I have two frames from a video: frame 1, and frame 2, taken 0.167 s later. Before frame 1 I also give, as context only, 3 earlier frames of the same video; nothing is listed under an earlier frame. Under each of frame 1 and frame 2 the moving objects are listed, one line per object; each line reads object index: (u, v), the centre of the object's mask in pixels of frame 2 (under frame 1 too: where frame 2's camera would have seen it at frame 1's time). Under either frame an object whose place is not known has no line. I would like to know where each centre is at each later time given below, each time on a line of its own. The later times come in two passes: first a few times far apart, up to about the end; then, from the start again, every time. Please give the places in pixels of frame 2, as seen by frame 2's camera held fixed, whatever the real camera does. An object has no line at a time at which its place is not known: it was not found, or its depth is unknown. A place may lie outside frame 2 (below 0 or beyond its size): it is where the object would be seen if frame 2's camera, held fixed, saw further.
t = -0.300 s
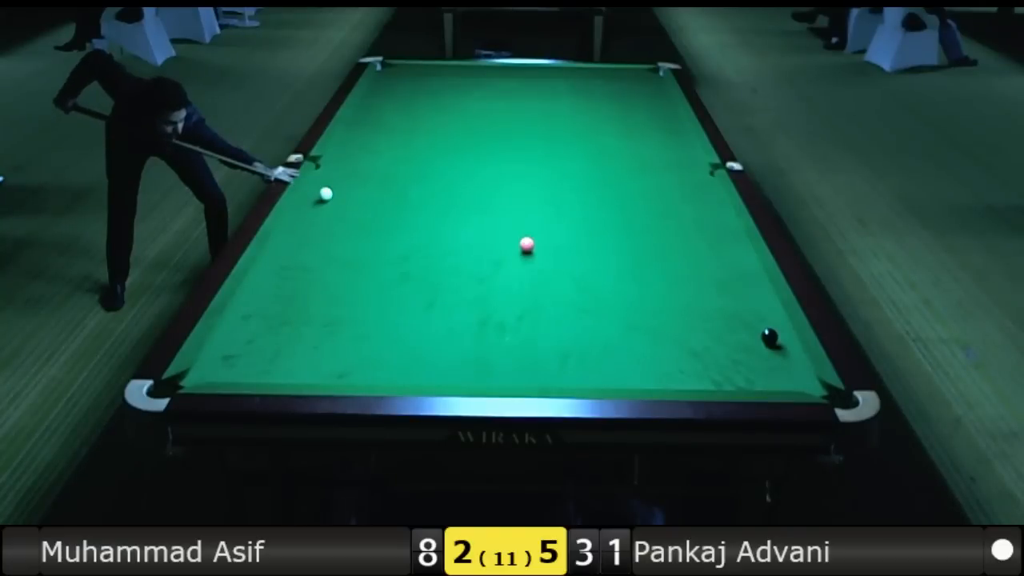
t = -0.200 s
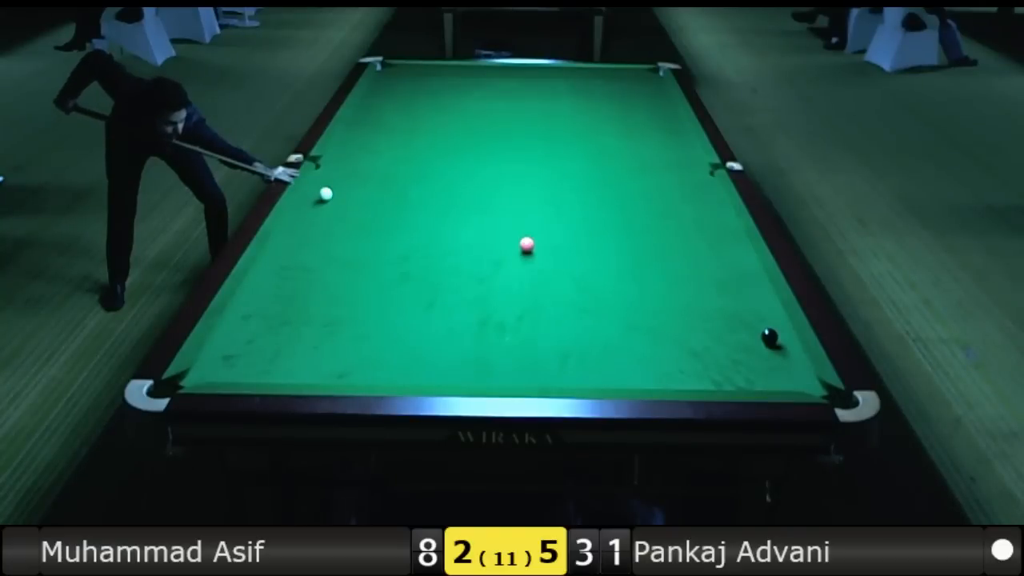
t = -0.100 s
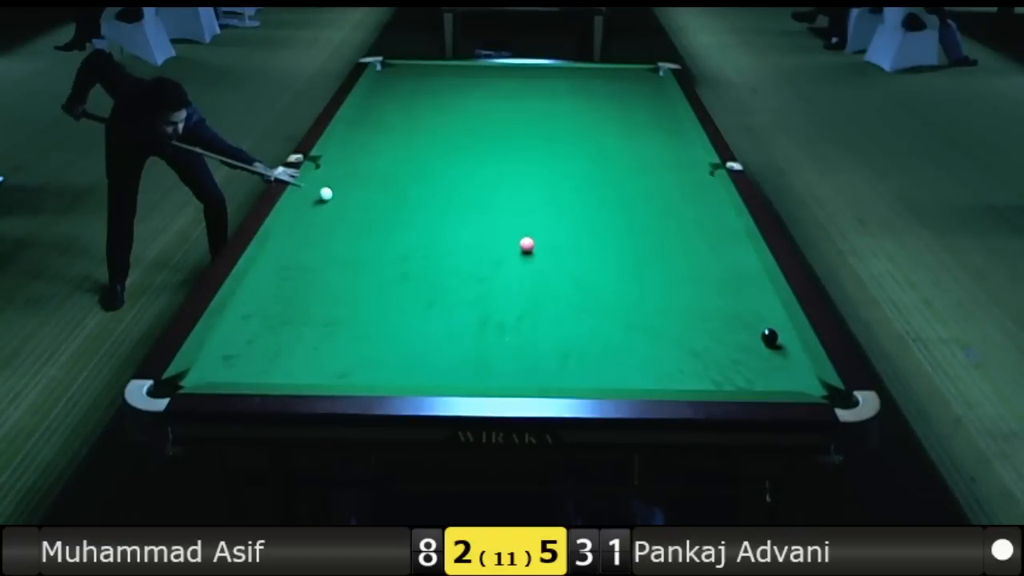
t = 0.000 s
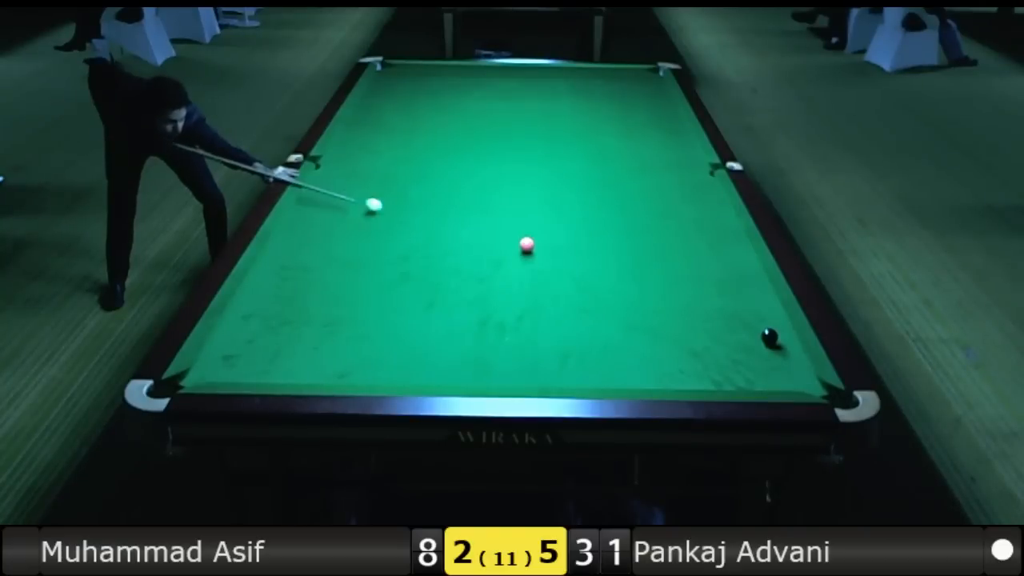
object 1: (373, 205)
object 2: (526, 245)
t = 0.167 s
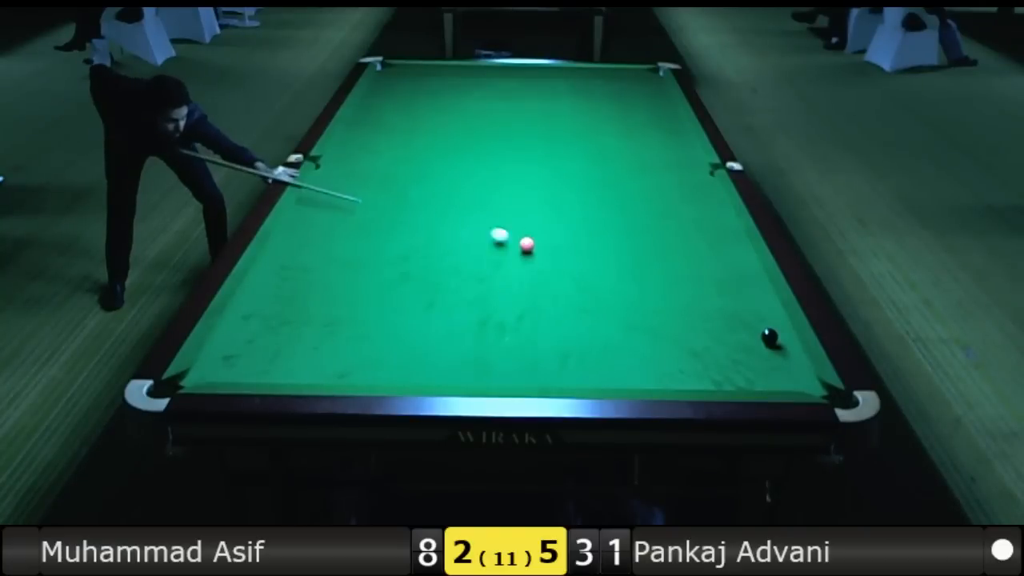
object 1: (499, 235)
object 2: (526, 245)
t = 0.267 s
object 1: (537, 235)
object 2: (572, 267)
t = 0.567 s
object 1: (633, 226)
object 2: (758, 355)
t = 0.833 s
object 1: (727, 225)
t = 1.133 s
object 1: (656, 221)
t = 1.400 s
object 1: (590, 217)
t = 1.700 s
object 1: (520, 214)
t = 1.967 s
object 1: (459, 211)
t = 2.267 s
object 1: (394, 207)
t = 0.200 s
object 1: (520, 239)
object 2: (533, 248)
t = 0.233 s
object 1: (528, 237)
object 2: (552, 257)
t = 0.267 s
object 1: (537, 235)
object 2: (572, 267)
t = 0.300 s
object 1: (546, 233)
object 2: (591, 276)
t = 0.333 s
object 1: (555, 231)
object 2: (612, 286)
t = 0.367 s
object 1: (565, 230)
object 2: (632, 296)
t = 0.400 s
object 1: (575, 229)
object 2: (652, 305)
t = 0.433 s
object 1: (587, 228)
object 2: (674, 316)
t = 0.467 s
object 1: (598, 227)
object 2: (694, 326)
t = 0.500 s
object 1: (609, 227)
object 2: (715, 335)
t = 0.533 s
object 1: (621, 227)
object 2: (736, 345)
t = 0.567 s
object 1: (633, 226)
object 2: (758, 355)
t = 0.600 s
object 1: (645, 226)
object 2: (779, 366)
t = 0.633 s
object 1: (657, 226)
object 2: (800, 375)
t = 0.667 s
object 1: (669, 226)
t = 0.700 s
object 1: (680, 226)
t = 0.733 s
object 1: (692, 225)
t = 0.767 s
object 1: (703, 225)
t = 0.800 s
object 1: (715, 225)
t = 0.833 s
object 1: (727, 225)
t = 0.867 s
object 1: (728, 225)
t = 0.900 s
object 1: (717, 224)
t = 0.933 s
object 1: (707, 223)
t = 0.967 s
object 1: (698, 223)
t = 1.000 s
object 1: (689, 223)
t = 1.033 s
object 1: (681, 222)
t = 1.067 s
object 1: (672, 222)
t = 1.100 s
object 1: (664, 221)
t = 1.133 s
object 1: (656, 221)
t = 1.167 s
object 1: (647, 220)
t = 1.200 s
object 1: (639, 220)
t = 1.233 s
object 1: (631, 220)
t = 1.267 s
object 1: (623, 219)
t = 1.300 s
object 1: (614, 218)
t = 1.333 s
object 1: (607, 218)
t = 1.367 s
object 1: (598, 218)
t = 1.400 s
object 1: (590, 217)
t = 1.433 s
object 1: (582, 217)
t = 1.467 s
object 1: (574, 216)
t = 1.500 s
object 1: (567, 216)
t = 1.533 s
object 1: (559, 216)
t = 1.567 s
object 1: (551, 215)
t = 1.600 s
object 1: (543, 215)
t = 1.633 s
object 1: (535, 214)
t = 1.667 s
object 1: (527, 214)
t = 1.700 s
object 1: (520, 214)
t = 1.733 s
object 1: (512, 213)
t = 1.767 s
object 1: (504, 213)
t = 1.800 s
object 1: (497, 213)
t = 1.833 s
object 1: (489, 212)
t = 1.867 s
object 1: (482, 212)
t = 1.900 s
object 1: (474, 212)
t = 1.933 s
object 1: (467, 211)
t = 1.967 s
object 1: (459, 211)
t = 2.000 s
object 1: (452, 210)
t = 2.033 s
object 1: (445, 210)
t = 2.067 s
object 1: (437, 209)
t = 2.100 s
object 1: (430, 209)
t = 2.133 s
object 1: (423, 209)
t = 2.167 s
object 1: (415, 208)
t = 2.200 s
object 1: (408, 208)
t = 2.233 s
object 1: (401, 208)
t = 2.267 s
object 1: (394, 207)
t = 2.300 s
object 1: (387, 207)
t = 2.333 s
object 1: (380, 207)
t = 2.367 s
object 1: (373, 206)
